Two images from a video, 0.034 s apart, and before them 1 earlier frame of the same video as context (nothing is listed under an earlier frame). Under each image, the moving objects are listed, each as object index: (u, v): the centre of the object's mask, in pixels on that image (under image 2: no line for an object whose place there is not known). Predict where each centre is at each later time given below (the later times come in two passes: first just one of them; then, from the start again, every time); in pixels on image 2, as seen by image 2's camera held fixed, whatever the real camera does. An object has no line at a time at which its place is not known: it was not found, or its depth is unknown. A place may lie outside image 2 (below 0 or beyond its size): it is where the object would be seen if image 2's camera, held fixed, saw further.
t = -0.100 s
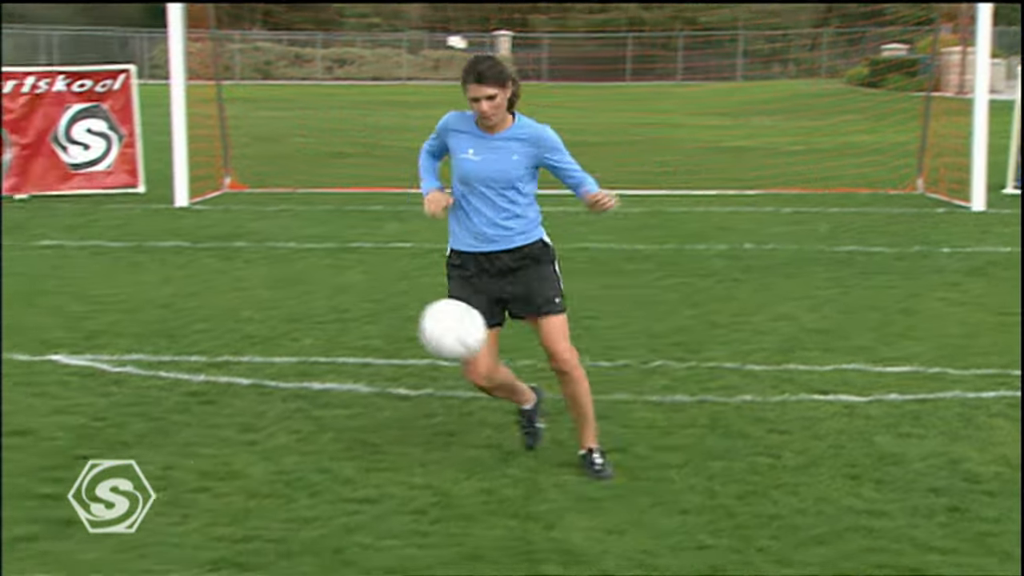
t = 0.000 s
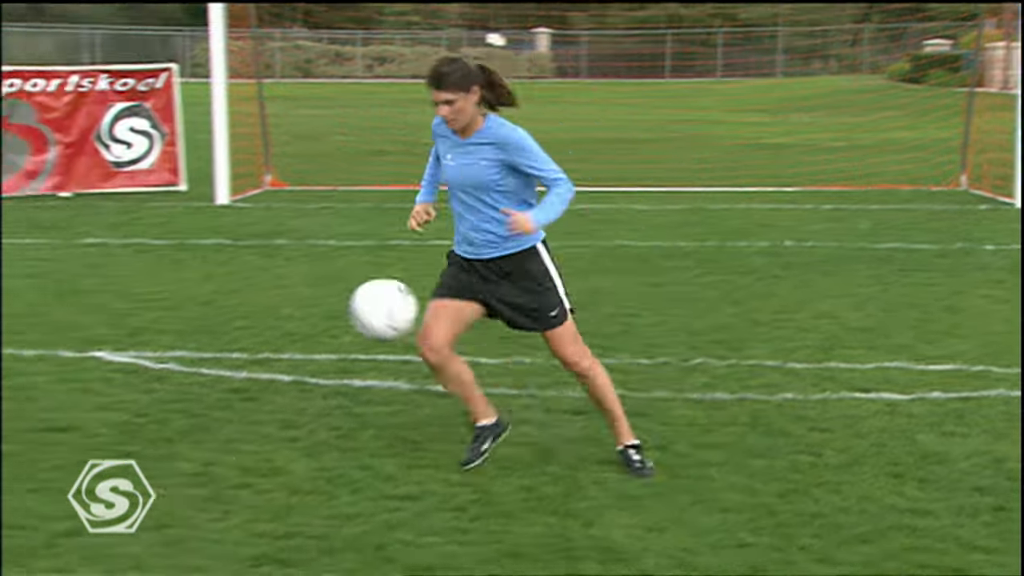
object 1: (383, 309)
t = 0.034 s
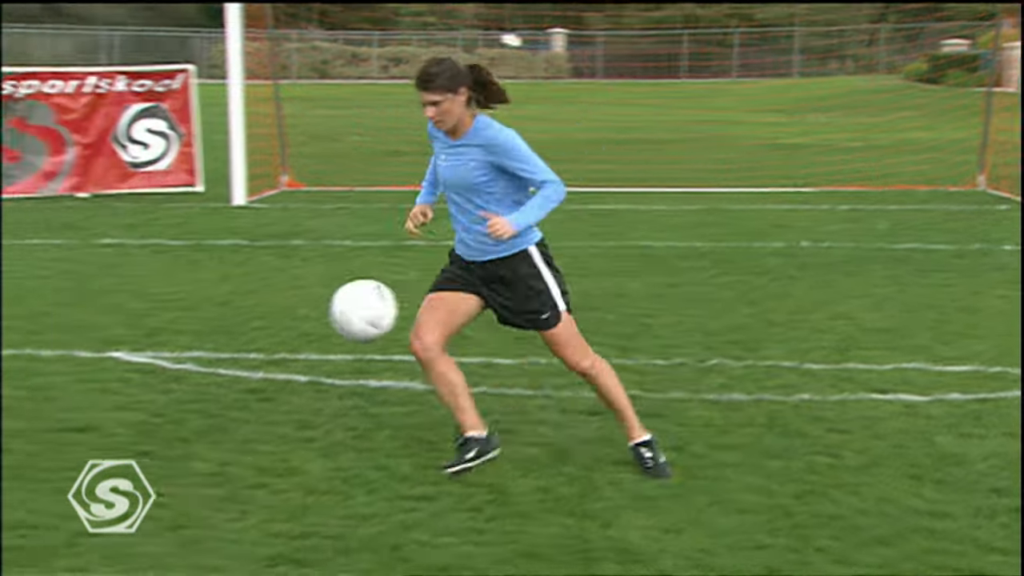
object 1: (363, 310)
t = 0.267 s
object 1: (99, 398)
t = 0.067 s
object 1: (326, 314)
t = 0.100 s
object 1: (289, 320)
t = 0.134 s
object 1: (253, 327)
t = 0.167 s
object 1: (215, 341)
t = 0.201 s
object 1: (176, 357)
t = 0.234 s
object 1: (138, 376)
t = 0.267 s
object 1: (99, 398)
